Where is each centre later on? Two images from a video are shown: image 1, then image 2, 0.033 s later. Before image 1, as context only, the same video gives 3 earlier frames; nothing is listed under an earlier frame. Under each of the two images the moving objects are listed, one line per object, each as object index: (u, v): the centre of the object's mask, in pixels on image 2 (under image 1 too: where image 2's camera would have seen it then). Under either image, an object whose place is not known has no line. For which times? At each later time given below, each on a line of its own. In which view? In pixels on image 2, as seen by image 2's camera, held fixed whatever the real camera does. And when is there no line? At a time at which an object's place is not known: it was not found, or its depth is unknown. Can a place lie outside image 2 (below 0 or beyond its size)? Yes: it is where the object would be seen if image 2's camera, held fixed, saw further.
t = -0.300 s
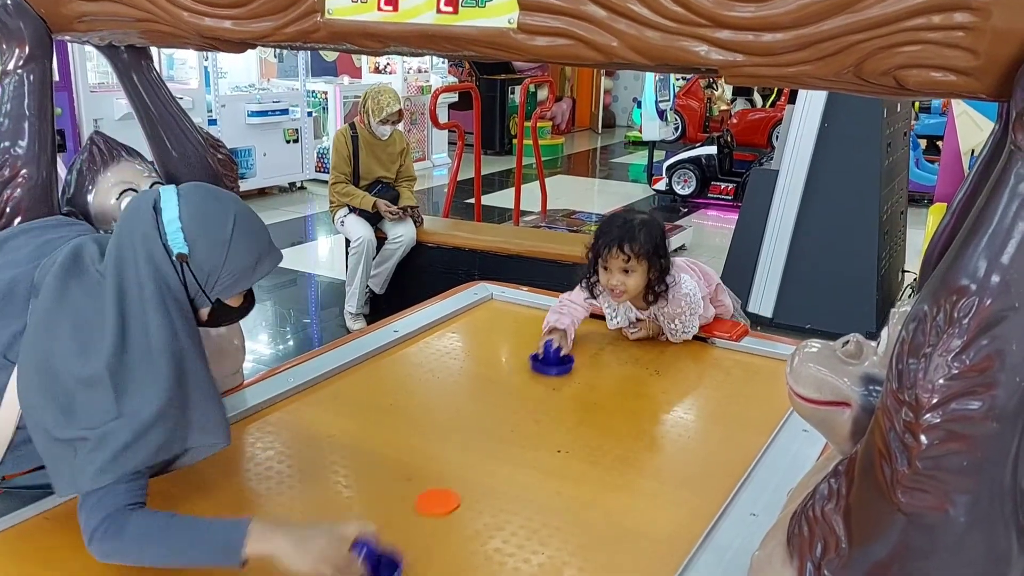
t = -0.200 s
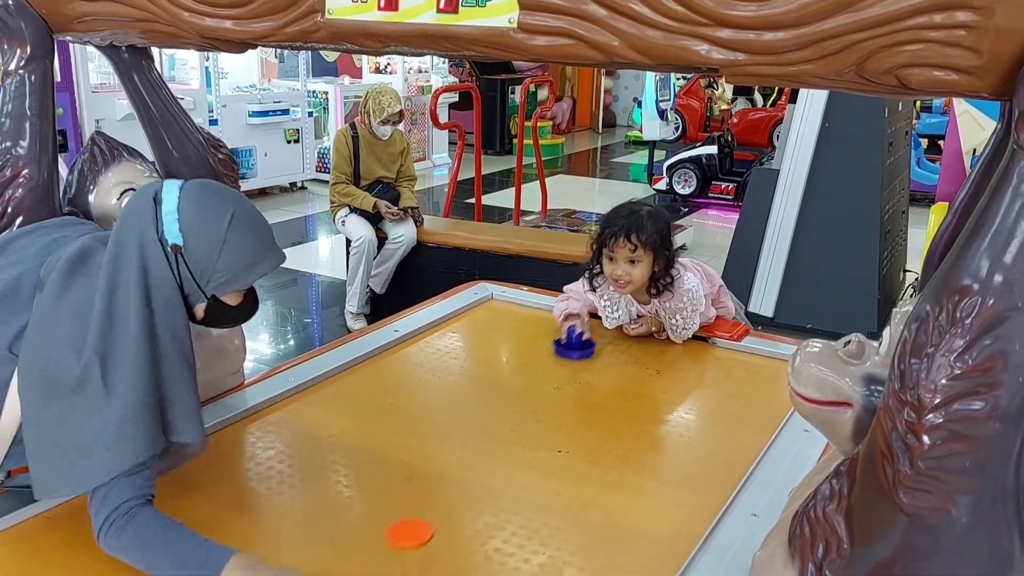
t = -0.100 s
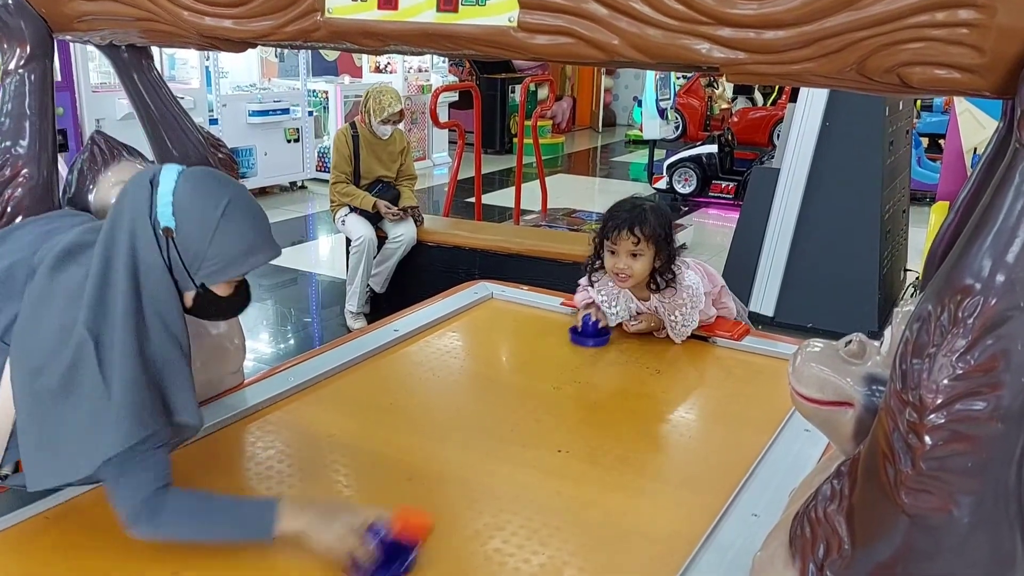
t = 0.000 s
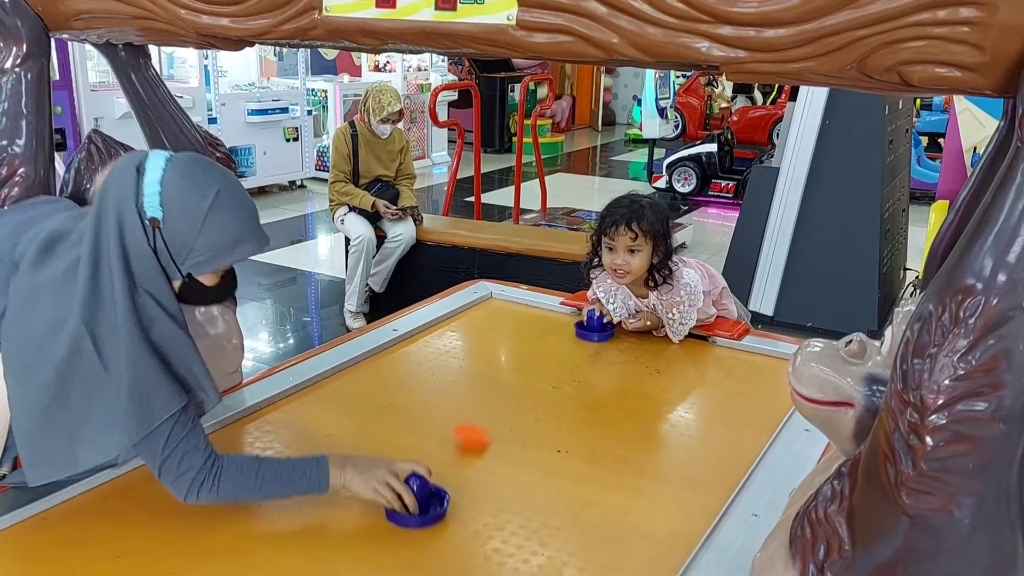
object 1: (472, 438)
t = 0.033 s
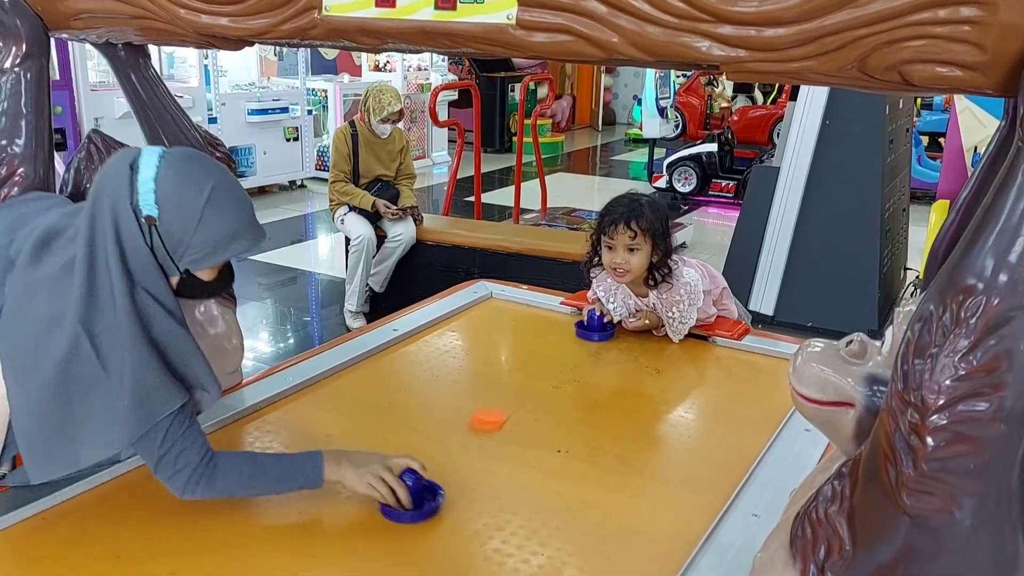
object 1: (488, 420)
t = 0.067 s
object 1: (501, 400)
